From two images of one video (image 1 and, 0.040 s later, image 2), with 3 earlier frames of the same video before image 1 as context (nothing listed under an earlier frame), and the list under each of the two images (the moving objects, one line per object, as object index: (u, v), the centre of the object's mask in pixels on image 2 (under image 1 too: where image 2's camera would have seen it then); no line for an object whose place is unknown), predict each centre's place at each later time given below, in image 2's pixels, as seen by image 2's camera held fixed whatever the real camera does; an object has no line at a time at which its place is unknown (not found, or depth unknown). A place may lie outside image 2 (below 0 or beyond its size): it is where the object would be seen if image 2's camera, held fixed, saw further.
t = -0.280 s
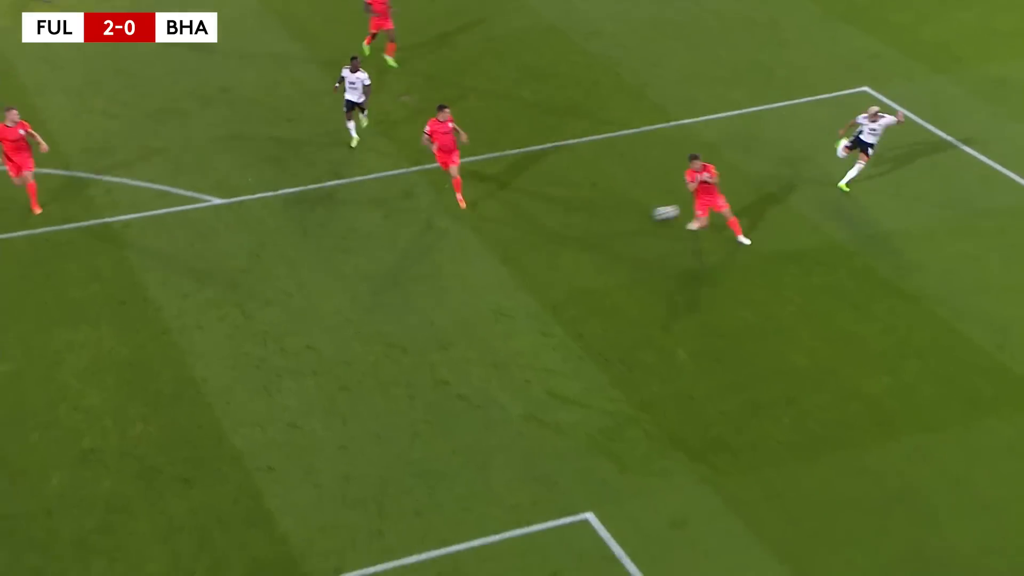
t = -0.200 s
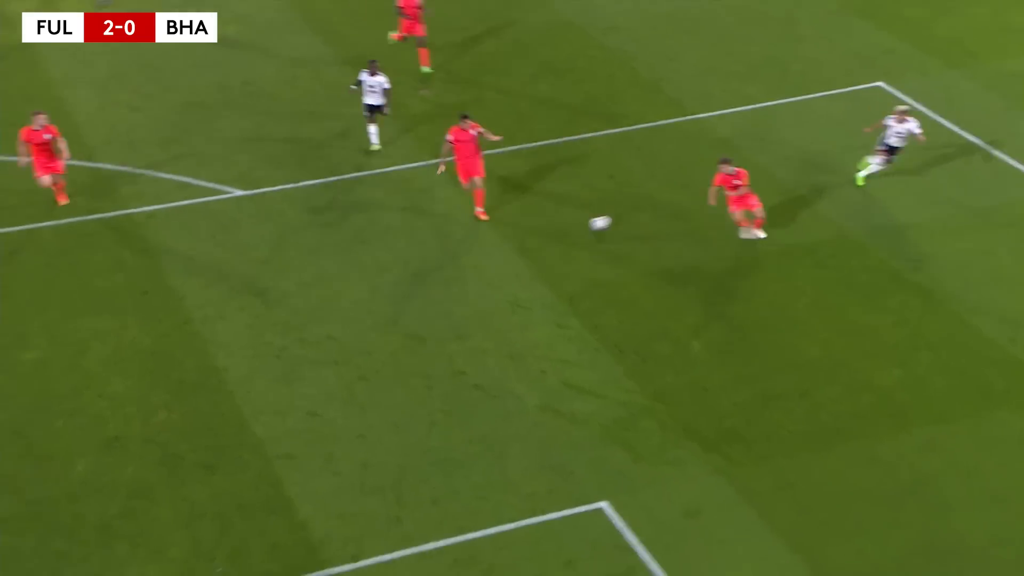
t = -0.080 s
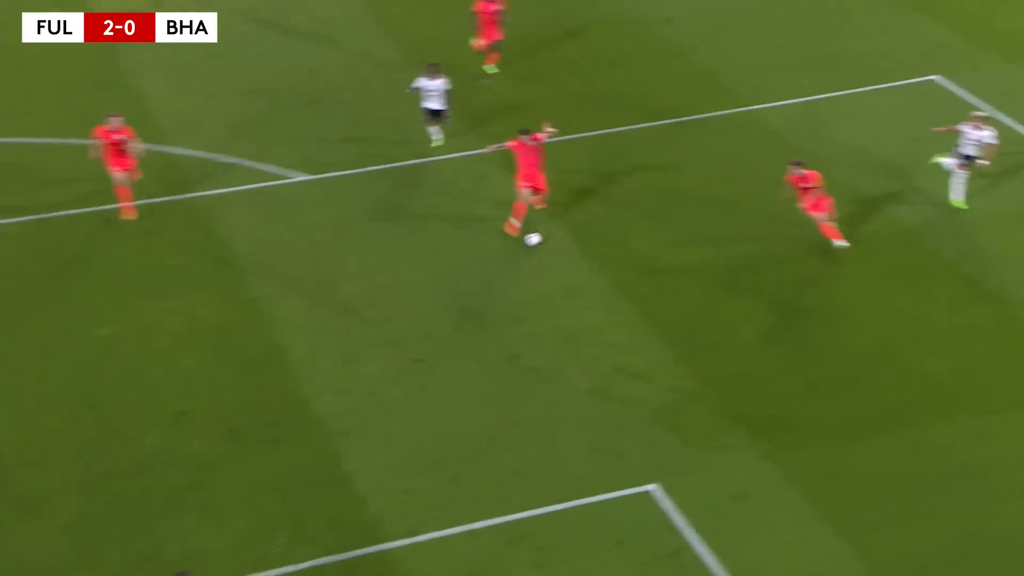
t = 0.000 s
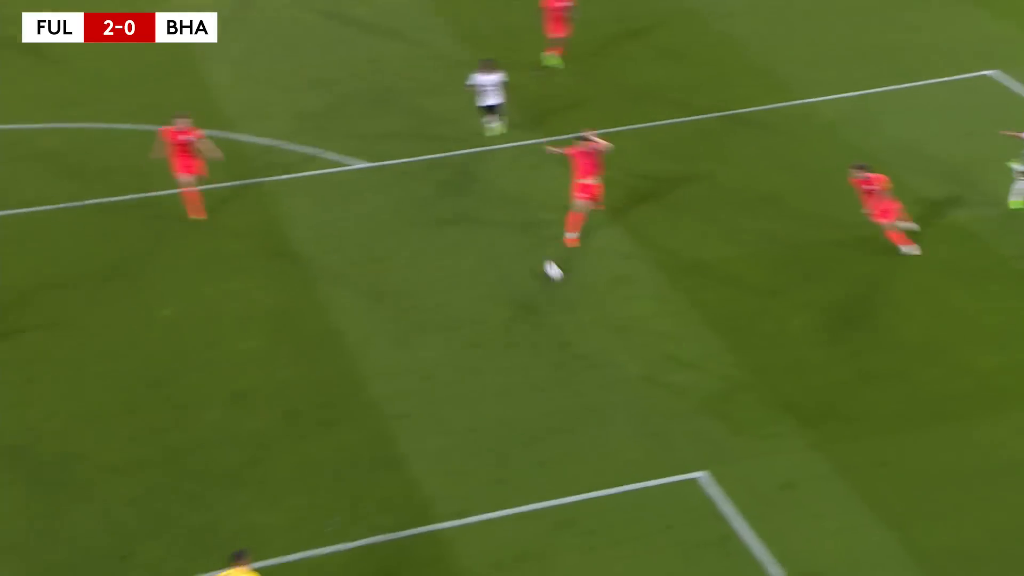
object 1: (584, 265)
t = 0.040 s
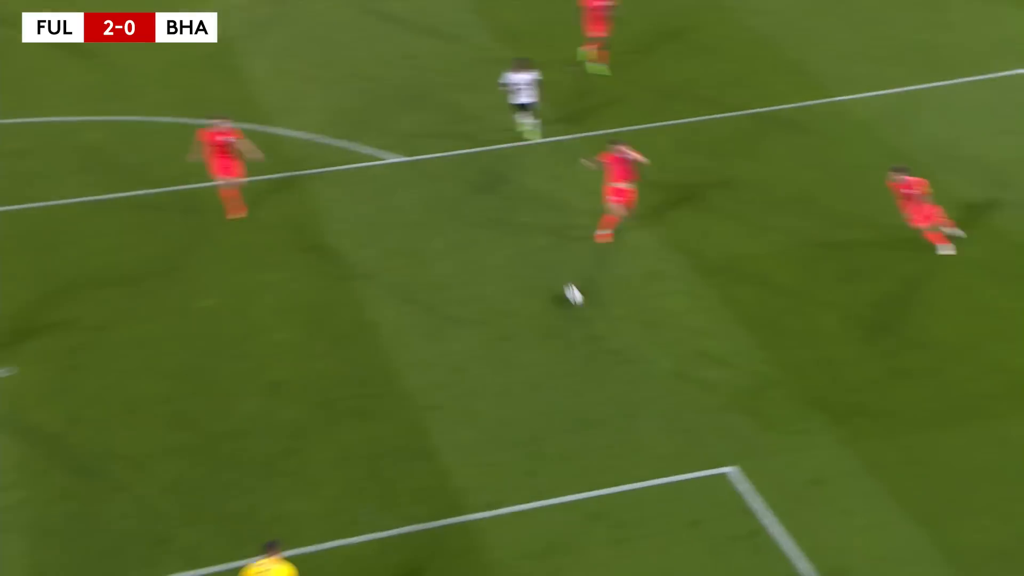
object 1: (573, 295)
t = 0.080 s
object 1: (562, 324)
